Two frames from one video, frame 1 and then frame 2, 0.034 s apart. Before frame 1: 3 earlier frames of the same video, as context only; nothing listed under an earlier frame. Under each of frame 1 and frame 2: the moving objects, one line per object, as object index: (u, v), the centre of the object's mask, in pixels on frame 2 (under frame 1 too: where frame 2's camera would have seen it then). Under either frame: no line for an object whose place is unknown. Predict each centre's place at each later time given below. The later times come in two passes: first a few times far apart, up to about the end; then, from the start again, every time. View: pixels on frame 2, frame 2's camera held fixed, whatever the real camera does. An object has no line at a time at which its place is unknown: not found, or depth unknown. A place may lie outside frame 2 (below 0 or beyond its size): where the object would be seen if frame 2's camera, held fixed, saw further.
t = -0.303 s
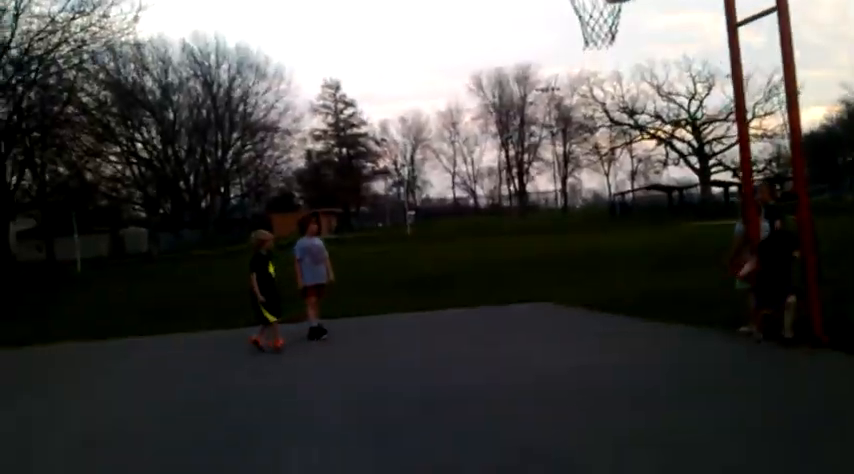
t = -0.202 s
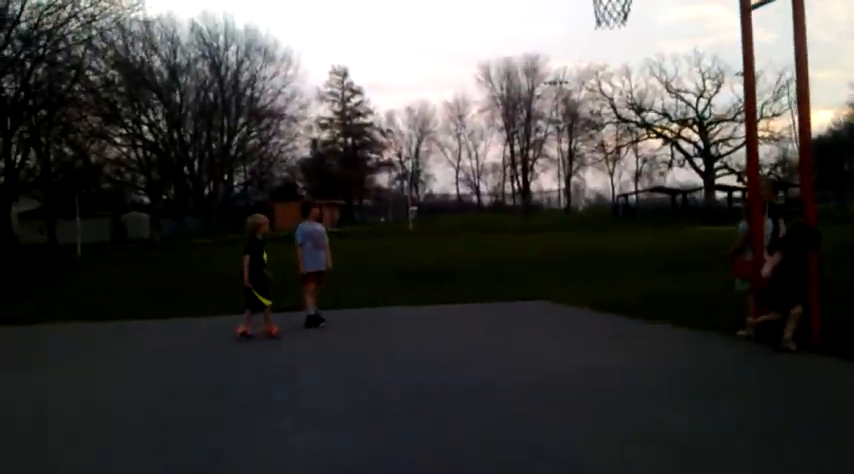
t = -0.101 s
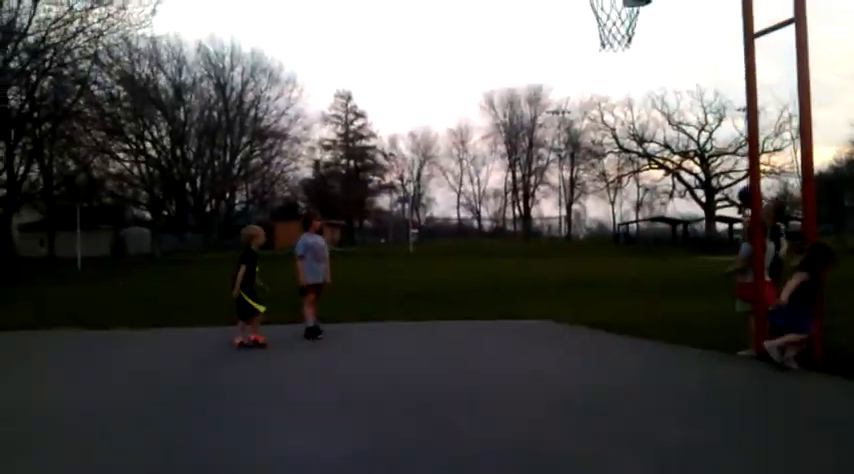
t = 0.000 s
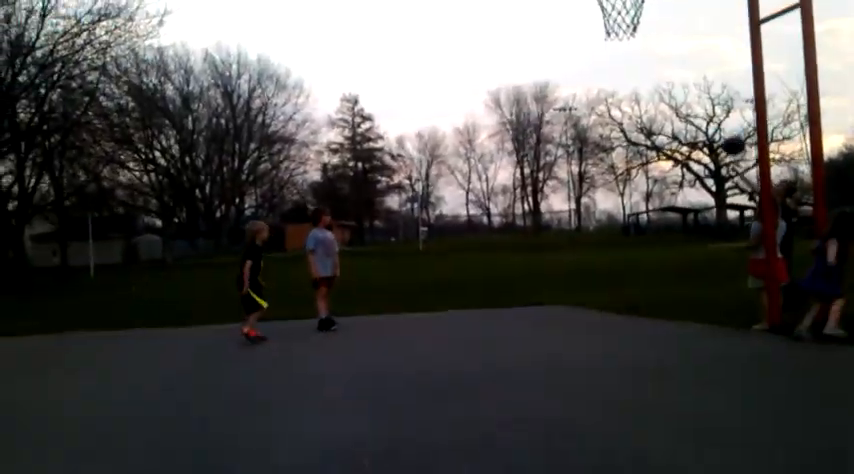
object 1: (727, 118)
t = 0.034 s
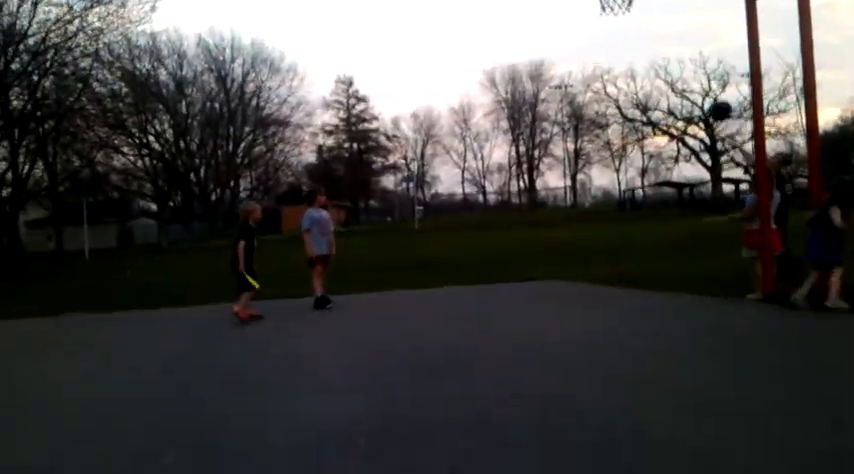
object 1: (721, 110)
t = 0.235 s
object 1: (663, 63)
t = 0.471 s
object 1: (597, 71)
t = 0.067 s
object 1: (711, 96)
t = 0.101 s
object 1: (701, 87)
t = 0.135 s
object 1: (691, 79)
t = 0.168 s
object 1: (683, 74)
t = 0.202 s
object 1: (673, 67)
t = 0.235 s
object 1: (663, 63)
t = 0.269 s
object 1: (653, 62)
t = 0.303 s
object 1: (644, 61)
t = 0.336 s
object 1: (634, 63)
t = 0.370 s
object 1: (623, 62)
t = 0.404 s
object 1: (611, 67)
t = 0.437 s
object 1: (602, 67)
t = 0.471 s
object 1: (597, 71)
